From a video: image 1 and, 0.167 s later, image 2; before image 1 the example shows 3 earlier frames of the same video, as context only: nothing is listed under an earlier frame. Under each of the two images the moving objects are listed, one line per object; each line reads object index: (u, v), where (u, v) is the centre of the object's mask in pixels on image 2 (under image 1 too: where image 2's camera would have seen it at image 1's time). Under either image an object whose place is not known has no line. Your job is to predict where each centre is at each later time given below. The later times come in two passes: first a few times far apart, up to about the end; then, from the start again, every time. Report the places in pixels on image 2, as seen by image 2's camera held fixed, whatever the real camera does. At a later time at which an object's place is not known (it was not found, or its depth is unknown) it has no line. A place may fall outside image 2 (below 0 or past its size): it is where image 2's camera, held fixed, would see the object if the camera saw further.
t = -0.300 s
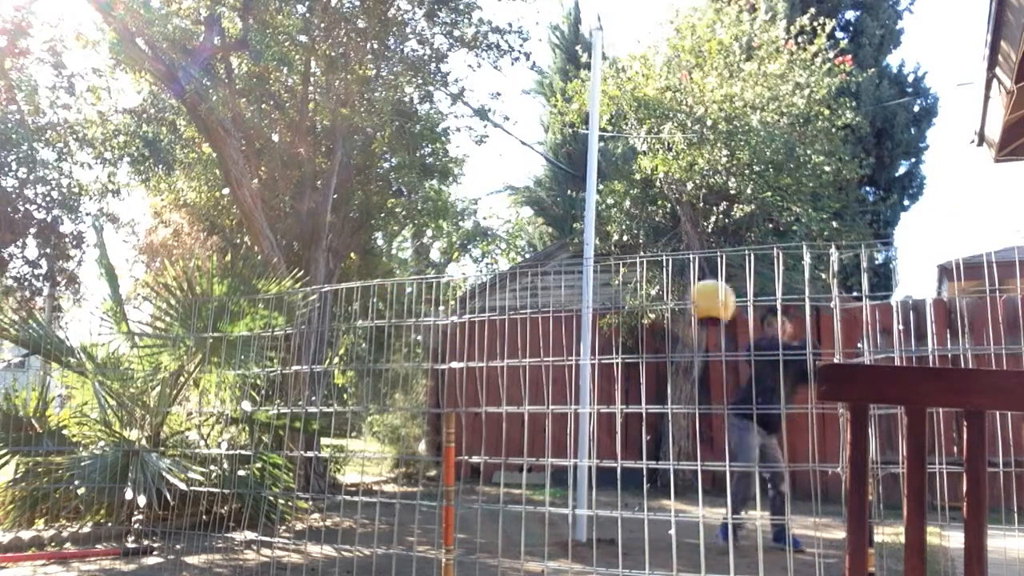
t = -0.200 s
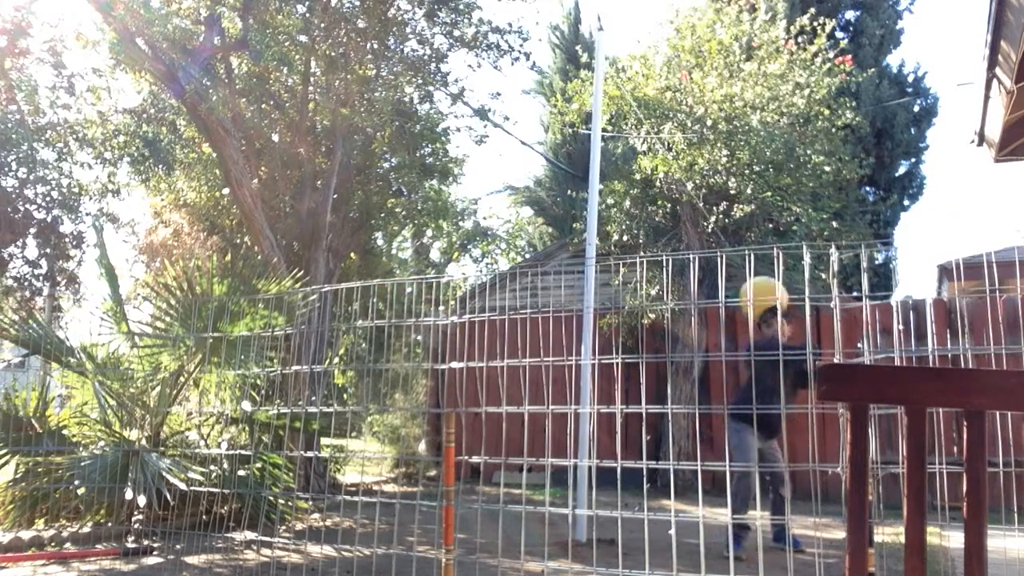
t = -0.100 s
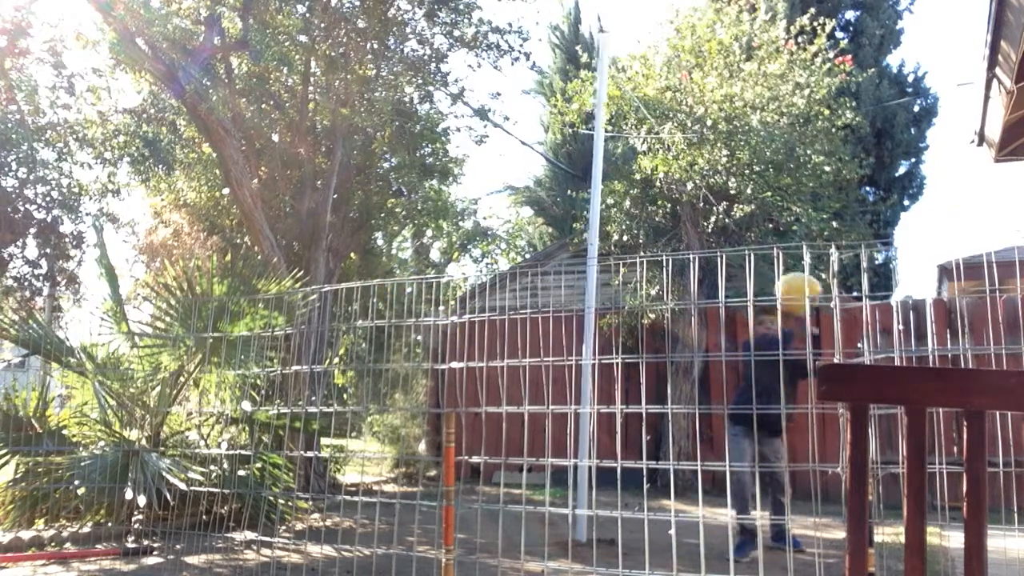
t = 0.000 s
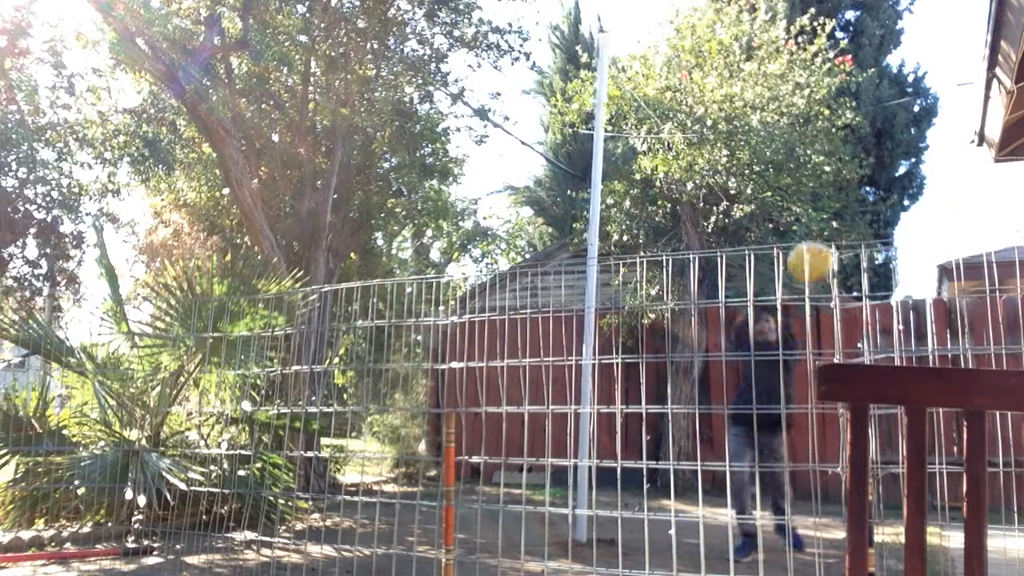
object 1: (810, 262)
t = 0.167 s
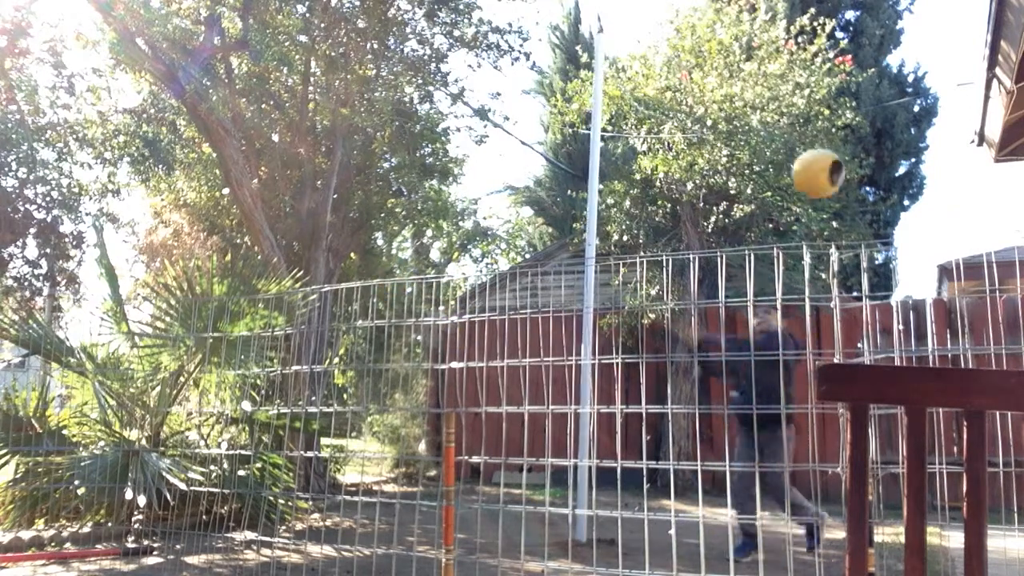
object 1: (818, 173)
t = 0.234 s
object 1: (820, 153)
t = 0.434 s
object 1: (790, 124)
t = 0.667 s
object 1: (677, 177)
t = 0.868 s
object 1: (569, 277)
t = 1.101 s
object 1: (490, 342)
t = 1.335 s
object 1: (484, 336)
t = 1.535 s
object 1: (512, 305)
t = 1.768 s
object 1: (559, 284)
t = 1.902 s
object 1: (598, 291)
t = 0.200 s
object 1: (820, 161)
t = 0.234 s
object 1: (820, 153)
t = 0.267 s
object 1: (821, 145)
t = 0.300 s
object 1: (821, 140)
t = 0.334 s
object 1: (818, 134)
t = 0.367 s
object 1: (811, 129)
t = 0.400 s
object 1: (802, 126)
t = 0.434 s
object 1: (790, 124)
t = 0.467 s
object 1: (777, 127)
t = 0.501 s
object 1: (761, 130)
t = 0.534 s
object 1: (743, 137)
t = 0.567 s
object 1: (728, 145)
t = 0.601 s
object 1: (712, 154)
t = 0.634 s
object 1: (693, 165)
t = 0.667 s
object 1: (677, 177)
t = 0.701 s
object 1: (659, 191)
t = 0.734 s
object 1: (641, 206)
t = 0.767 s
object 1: (623, 224)
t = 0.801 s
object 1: (604, 239)
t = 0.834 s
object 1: (587, 260)
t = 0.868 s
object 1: (569, 277)
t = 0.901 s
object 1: (554, 289)
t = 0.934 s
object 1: (541, 301)
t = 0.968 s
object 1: (528, 315)
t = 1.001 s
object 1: (517, 323)
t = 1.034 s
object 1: (507, 332)
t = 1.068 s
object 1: (498, 338)
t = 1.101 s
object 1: (490, 342)
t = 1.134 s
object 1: (484, 346)
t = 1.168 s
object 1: (480, 347)
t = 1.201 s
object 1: (479, 347)
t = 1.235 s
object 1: (479, 346)
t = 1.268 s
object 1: (480, 343)
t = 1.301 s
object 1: (480, 343)
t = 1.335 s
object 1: (484, 336)
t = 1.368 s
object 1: (487, 332)
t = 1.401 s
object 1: (491, 329)
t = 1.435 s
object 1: (496, 322)
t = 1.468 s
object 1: (500, 317)
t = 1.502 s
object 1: (508, 311)
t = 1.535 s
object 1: (512, 305)
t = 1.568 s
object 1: (520, 301)
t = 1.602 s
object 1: (524, 298)
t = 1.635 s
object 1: (532, 293)
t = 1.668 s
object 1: (539, 288)
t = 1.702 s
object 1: (545, 286)
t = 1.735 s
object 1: (552, 285)
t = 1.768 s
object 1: (559, 284)
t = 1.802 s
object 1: (566, 284)
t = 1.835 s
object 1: (572, 284)
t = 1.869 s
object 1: (574, 284)
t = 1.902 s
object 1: (598, 291)
